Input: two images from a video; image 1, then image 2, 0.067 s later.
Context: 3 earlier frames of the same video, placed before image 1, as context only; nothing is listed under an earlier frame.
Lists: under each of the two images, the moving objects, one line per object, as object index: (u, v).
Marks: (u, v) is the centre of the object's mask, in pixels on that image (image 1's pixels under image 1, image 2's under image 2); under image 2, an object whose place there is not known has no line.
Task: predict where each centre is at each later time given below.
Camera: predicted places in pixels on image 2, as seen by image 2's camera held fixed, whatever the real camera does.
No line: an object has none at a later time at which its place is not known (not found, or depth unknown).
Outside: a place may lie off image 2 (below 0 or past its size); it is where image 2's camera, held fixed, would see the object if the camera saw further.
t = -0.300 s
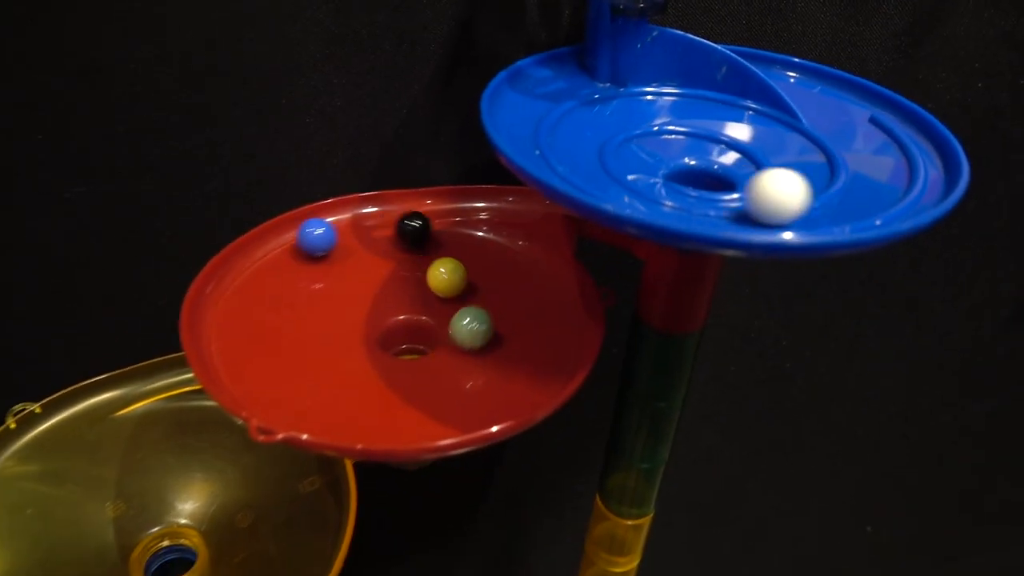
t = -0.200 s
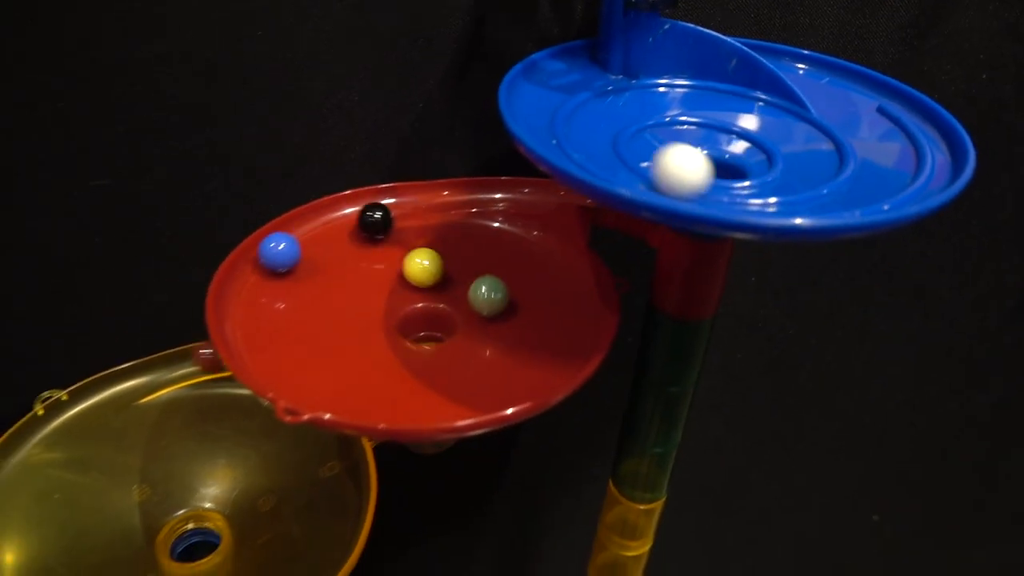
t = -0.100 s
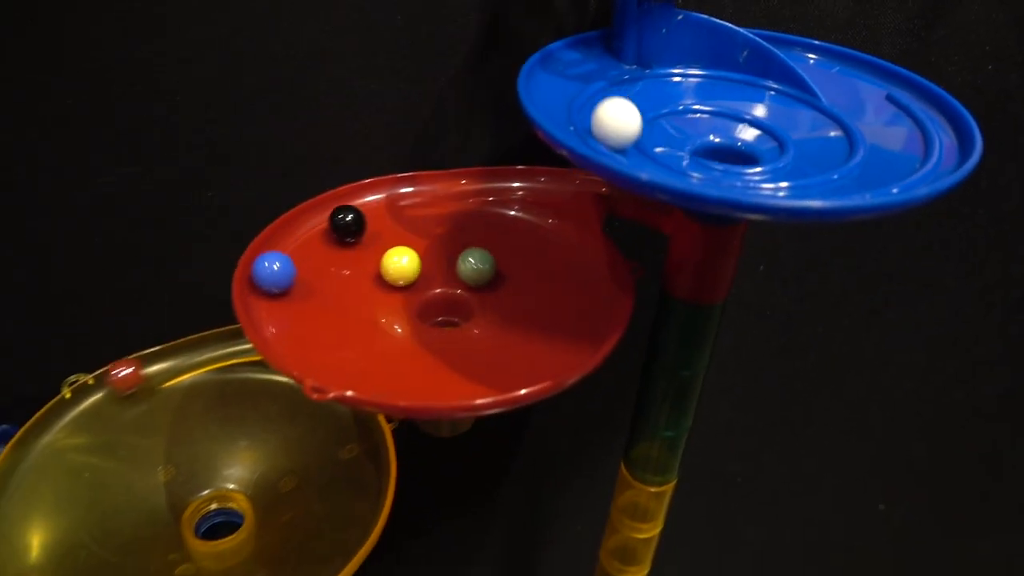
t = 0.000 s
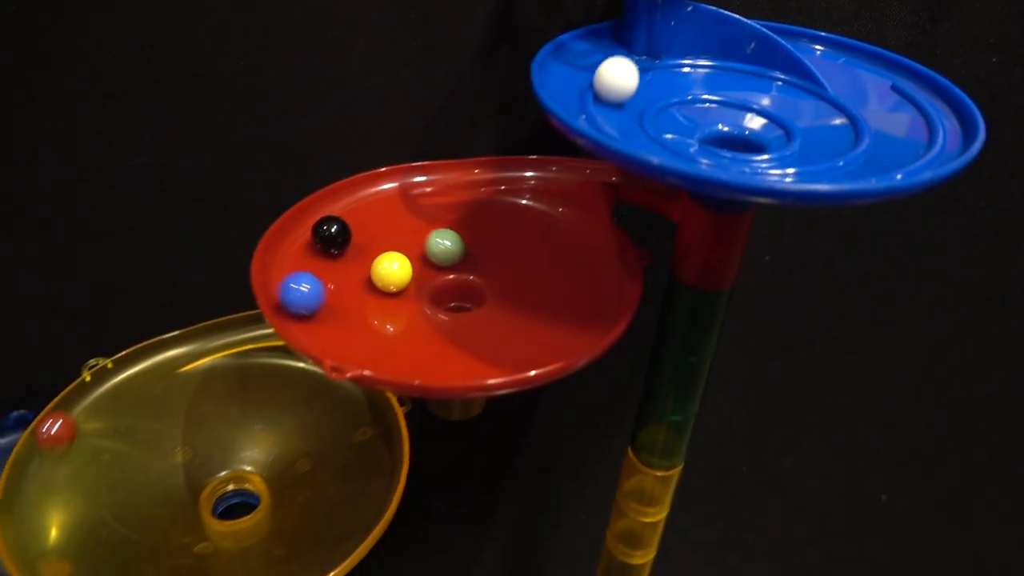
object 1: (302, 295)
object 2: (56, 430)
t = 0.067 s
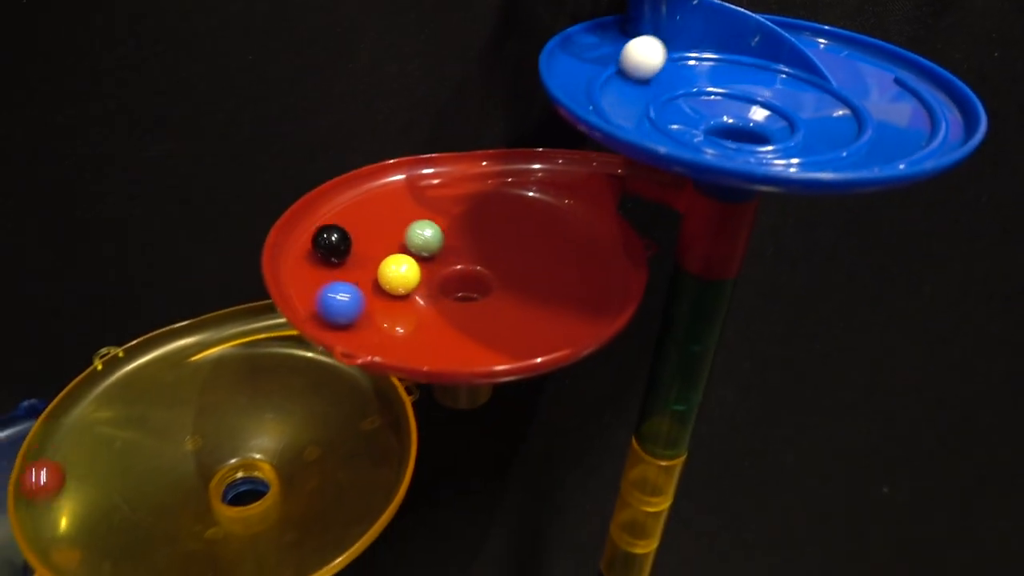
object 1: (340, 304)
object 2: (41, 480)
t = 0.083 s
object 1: (350, 308)
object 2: (40, 495)
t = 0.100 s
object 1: (360, 312)
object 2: (43, 511)
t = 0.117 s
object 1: (371, 316)
